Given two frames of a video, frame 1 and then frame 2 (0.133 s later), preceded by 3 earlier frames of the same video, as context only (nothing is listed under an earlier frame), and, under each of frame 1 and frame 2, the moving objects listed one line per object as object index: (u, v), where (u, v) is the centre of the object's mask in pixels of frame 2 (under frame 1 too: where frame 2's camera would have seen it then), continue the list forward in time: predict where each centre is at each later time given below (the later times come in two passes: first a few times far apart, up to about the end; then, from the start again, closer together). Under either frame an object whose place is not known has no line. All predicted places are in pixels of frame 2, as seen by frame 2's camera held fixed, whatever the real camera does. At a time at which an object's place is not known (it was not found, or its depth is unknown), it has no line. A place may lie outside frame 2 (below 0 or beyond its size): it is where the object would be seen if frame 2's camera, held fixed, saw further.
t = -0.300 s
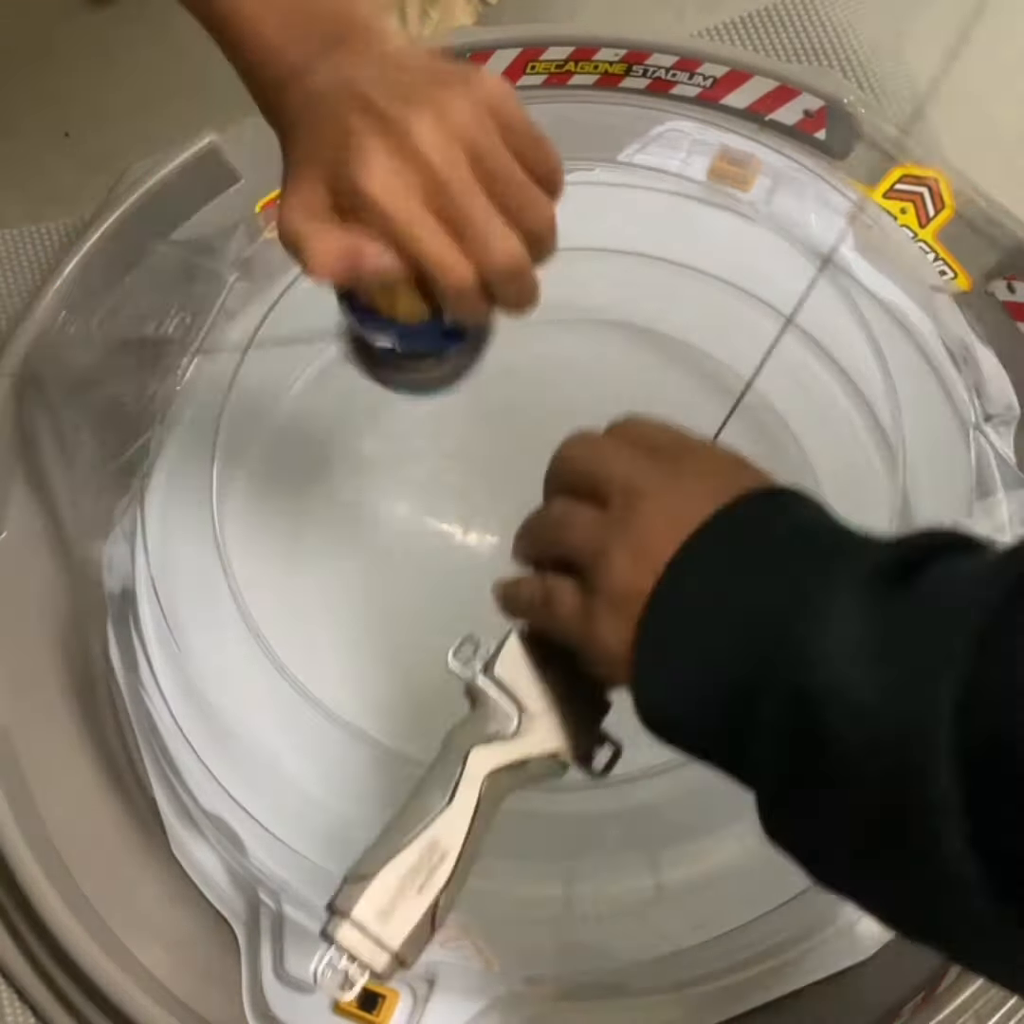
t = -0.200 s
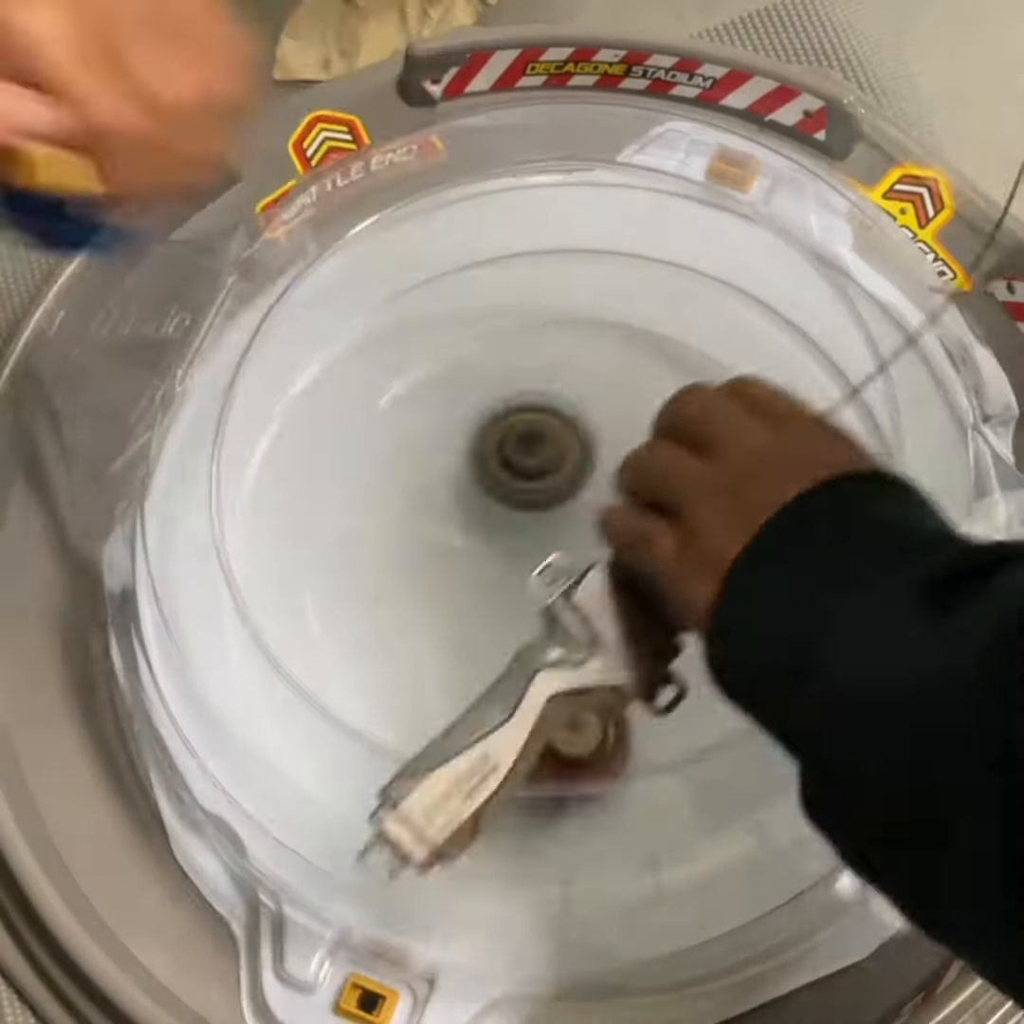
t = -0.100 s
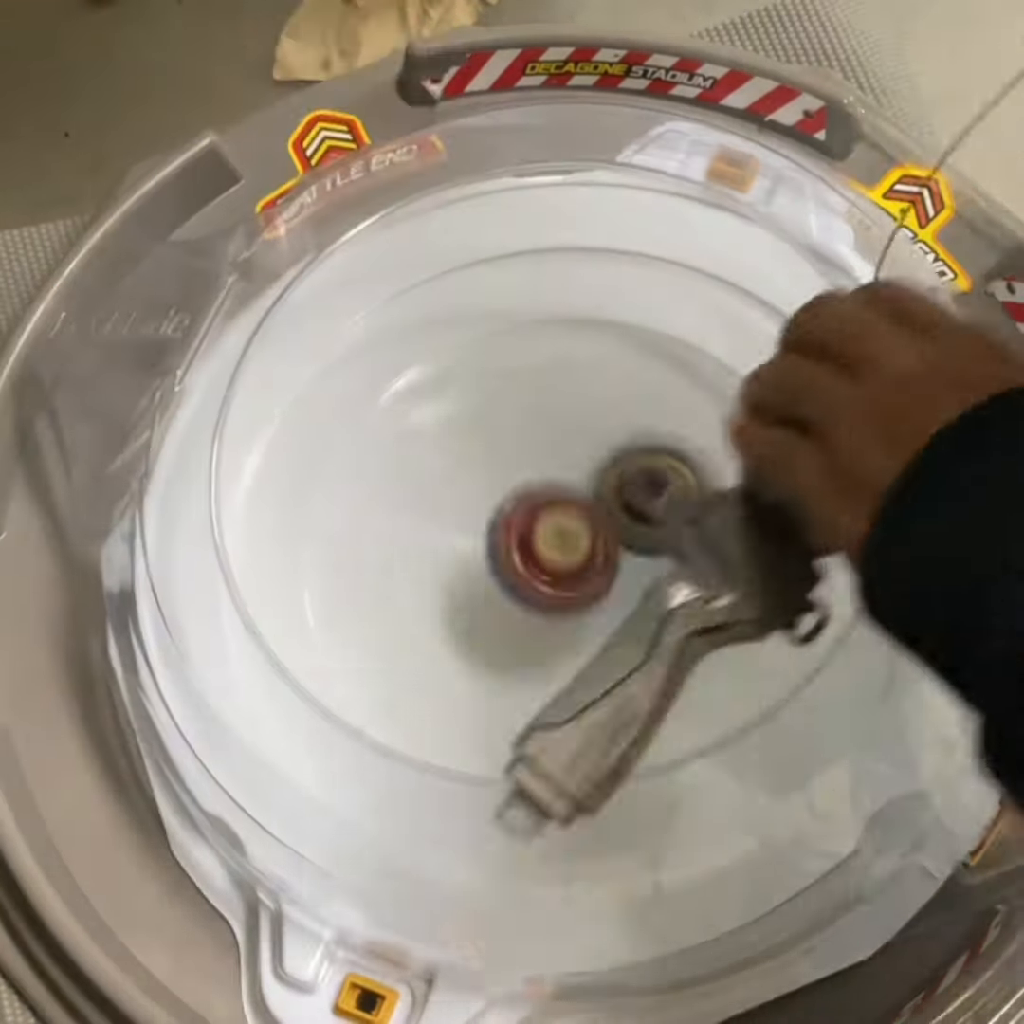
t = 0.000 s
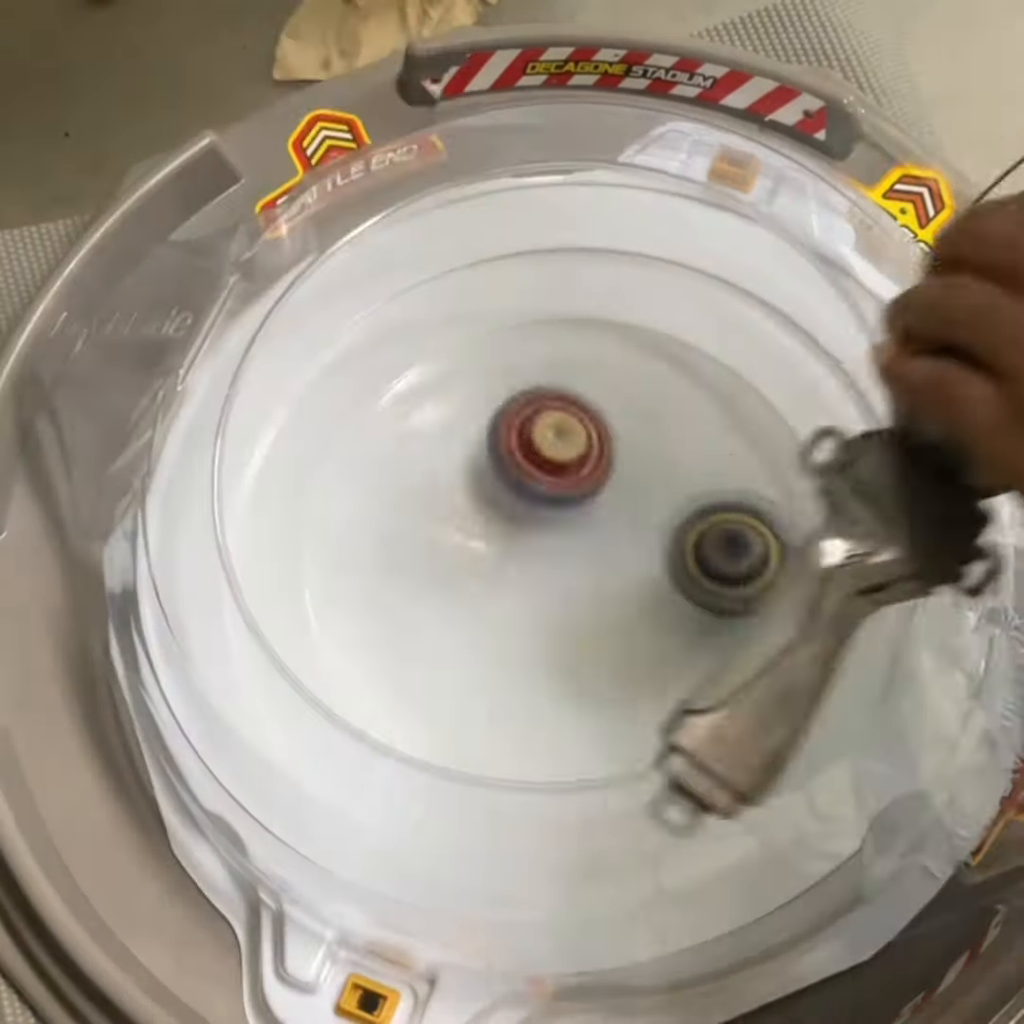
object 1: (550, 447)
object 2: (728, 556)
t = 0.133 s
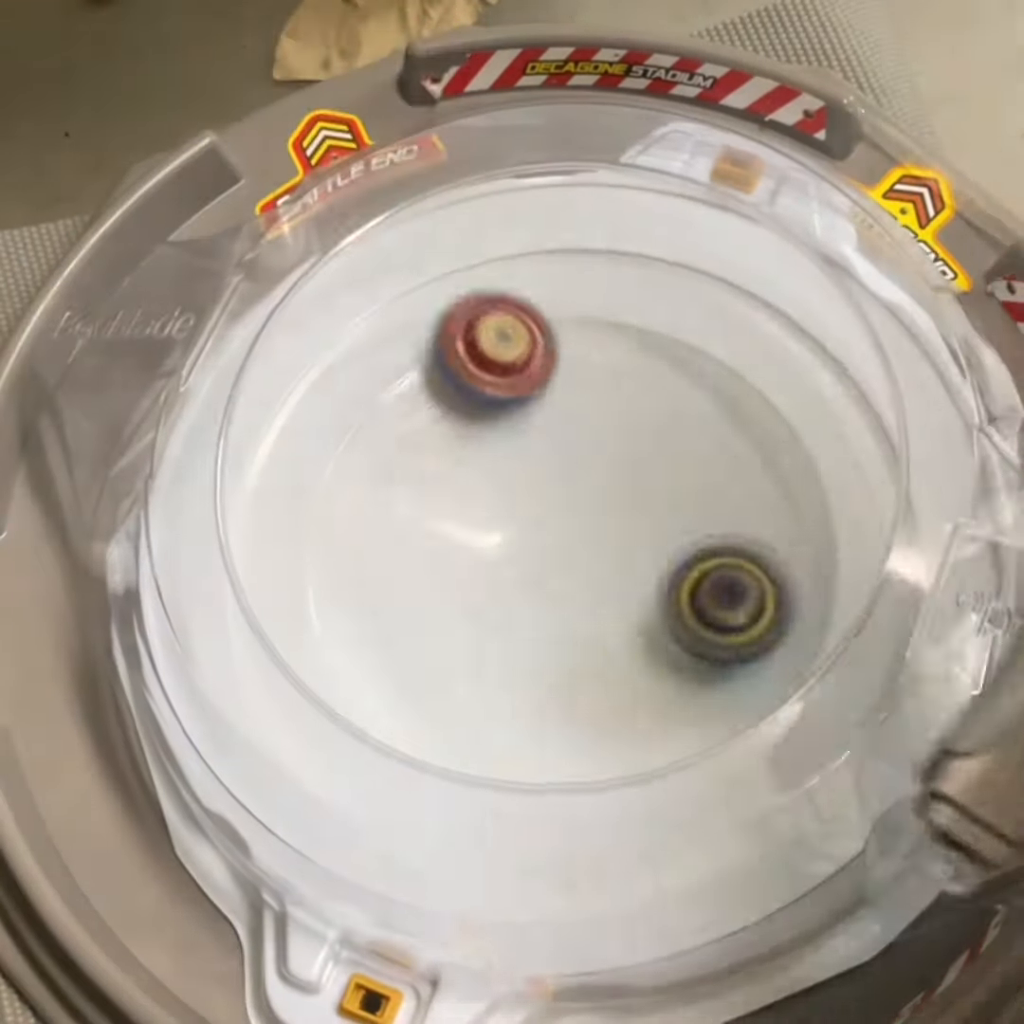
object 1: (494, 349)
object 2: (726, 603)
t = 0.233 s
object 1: (440, 318)
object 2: (655, 603)
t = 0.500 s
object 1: (359, 278)
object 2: (438, 515)
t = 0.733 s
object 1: (440, 225)
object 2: (487, 551)
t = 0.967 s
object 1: (576, 206)
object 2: (627, 589)
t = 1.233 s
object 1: (763, 248)
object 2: (572, 480)
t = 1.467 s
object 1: (892, 357)
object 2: (464, 552)
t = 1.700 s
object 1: (926, 478)
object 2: (598, 636)
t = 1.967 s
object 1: (804, 547)
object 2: (676, 463)
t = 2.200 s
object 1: (541, 527)
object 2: (452, 419)
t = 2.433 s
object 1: (432, 675)
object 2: (354, 565)
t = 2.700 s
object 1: (657, 758)
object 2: (589, 645)
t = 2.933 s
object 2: (634, 376)
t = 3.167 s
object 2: (488, 405)
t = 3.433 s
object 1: (543, 466)
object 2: (348, 618)
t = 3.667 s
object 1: (434, 569)
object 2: (373, 752)
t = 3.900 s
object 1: (545, 553)
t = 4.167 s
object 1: (564, 455)
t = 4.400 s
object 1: (468, 498)
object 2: (763, 497)
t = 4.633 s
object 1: (573, 604)
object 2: (449, 278)
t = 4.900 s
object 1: (672, 469)
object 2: (184, 400)
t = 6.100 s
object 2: (686, 251)
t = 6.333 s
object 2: (440, 261)
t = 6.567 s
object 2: (253, 467)
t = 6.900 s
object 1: (501, 504)
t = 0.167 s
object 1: (477, 334)
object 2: (709, 607)
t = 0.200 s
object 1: (458, 325)
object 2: (684, 607)
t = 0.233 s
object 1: (440, 318)
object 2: (655, 603)
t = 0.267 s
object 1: (422, 309)
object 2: (620, 599)
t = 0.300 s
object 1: (406, 296)
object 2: (583, 587)
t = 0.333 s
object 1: (393, 287)
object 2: (549, 576)
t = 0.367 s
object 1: (384, 289)
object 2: (517, 563)
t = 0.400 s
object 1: (378, 292)
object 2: (488, 548)
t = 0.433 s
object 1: (371, 291)
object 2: (466, 535)
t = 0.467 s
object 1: (366, 286)
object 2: (450, 522)
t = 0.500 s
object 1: (359, 278)
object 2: (438, 515)
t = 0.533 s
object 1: (361, 270)
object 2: (432, 509)
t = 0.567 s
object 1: (370, 262)
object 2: (431, 508)
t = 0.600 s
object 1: (380, 252)
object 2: (434, 510)
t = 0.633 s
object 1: (396, 246)
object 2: (441, 515)
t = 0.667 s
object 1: (410, 237)
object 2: (454, 525)
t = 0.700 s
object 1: (425, 230)
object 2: (469, 537)
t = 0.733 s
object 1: (440, 225)
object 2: (487, 551)
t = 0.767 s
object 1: (458, 220)
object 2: (508, 566)
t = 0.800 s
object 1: (477, 214)
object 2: (529, 581)
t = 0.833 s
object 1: (496, 210)
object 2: (552, 592)
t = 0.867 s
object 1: (516, 208)
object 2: (576, 598)
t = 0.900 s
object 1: (536, 207)
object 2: (596, 599)
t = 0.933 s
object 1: (555, 206)
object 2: (611, 598)
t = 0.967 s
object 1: (576, 206)
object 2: (627, 589)
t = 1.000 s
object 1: (599, 206)
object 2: (637, 577)
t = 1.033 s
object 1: (620, 210)
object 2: (643, 564)
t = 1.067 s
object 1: (646, 210)
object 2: (644, 549)
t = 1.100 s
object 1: (667, 218)
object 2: (639, 532)
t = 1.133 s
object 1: (694, 219)
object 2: (627, 515)
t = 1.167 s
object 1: (714, 229)
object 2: (613, 499)
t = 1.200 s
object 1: (738, 241)
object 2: (594, 487)
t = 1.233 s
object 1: (763, 248)
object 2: (572, 480)
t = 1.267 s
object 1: (787, 257)
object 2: (551, 476)
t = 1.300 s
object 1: (806, 274)
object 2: (529, 479)
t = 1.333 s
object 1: (828, 291)
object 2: (509, 486)
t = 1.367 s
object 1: (847, 305)
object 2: (493, 497)
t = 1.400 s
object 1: (864, 321)
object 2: (478, 512)
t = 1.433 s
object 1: (879, 339)
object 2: (468, 531)
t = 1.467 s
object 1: (892, 357)
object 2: (464, 552)
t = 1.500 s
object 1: (904, 375)
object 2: (466, 575)
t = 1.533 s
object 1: (913, 393)
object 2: (476, 596)
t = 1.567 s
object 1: (922, 413)
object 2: (493, 610)
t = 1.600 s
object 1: (929, 434)
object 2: (515, 628)
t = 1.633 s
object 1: (937, 453)
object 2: (541, 637)
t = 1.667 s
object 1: (937, 467)
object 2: (569, 640)
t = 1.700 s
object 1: (926, 478)
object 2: (598, 636)
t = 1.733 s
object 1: (916, 491)
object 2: (625, 626)
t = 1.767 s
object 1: (907, 504)
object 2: (651, 609)
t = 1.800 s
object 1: (883, 522)
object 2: (674, 587)
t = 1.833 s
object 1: (872, 524)
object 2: (688, 560)
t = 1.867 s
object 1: (845, 533)
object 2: (695, 534)
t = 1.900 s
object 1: (837, 539)
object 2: (695, 509)
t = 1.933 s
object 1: (825, 543)
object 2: (689, 484)
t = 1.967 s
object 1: (804, 547)
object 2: (676, 463)
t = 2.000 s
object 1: (774, 549)
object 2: (657, 446)
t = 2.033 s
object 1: (739, 546)
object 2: (632, 433)
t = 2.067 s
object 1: (703, 538)
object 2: (604, 423)
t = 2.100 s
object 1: (664, 529)
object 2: (571, 418)
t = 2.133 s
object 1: (622, 518)
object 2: (537, 419)
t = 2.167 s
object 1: (579, 516)
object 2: (496, 419)
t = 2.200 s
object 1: (541, 527)
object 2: (452, 419)
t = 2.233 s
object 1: (504, 543)
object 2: (416, 423)
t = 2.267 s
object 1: (472, 562)
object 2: (387, 435)
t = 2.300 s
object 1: (447, 584)
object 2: (363, 454)
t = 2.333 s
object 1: (430, 606)
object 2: (349, 477)
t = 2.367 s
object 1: (423, 630)
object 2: (343, 506)
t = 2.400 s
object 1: (423, 653)
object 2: (345, 535)
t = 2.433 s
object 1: (432, 675)
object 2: (354, 565)
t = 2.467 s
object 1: (448, 702)
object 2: (366, 587)
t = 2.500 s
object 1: (467, 729)
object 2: (384, 606)
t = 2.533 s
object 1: (490, 752)
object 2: (406, 624)
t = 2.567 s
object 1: (520, 769)
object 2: (436, 639)
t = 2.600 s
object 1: (553, 779)
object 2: (472, 650)
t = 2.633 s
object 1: (588, 781)
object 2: (509, 656)
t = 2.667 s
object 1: (621, 775)
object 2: (551, 653)
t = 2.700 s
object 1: (657, 758)
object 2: (589, 645)
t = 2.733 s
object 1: (699, 765)
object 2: (612, 606)
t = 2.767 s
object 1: (735, 767)
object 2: (631, 559)
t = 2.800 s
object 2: (644, 513)
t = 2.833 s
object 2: (649, 470)
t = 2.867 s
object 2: (650, 432)
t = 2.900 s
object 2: (644, 400)
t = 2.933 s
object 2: (634, 376)
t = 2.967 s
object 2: (616, 361)
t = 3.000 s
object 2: (596, 352)
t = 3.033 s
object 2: (574, 350)
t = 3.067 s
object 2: (553, 354)
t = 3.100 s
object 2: (528, 365)
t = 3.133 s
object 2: (507, 383)
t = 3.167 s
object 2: (488, 405)
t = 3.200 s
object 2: (473, 428)
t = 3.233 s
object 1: (674, 590)
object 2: (461, 456)
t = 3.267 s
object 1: (644, 557)
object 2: (454, 485)
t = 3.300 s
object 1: (608, 529)
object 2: (452, 514)
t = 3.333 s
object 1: (573, 502)
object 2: (451, 542)
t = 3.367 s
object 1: (565, 482)
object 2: (416, 559)
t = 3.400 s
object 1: (554, 472)
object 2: (379, 585)
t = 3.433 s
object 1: (543, 466)
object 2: (348, 618)
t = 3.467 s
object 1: (526, 468)
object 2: (331, 649)
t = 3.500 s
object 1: (510, 473)
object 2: (325, 669)
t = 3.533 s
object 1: (491, 486)
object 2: (326, 696)
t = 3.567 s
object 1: (474, 500)
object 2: (331, 716)
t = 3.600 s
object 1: (456, 521)
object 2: (342, 733)
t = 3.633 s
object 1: (445, 544)
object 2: (357, 743)
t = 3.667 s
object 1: (434, 569)
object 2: (373, 752)
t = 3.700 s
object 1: (433, 593)
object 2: (394, 752)
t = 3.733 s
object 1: (433, 617)
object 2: (414, 749)
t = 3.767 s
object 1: (445, 637)
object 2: (443, 743)
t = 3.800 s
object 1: (467, 627)
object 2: (466, 788)
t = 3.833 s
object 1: (494, 602)
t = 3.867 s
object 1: (521, 578)
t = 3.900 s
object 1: (545, 553)
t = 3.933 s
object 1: (565, 528)
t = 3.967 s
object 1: (579, 509)
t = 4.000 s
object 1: (588, 491)
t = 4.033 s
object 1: (593, 478)
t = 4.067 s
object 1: (590, 468)
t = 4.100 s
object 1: (586, 461)
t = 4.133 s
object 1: (577, 458)
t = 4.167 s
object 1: (564, 455)
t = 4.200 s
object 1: (550, 453)
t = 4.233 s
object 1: (533, 455)
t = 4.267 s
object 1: (517, 456)
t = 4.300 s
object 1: (502, 462)
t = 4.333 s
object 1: (486, 469)
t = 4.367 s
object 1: (475, 480)
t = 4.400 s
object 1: (468, 498)
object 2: (763, 497)
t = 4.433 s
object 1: (467, 517)
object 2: (738, 447)
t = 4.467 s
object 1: (475, 538)
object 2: (704, 400)
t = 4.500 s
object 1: (489, 558)
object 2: (662, 359)
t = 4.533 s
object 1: (507, 576)
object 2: (613, 326)
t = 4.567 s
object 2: (559, 301)
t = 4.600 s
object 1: (552, 599)
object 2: (502, 287)
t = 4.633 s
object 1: (573, 604)
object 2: (449, 278)
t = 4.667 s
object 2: (399, 273)
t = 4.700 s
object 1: (614, 593)
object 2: (363, 284)
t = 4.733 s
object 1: (633, 580)
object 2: (323, 300)
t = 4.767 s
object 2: (291, 322)
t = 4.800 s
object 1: (669, 541)
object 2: (260, 345)
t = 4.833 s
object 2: (240, 365)
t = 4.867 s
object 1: (675, 496)
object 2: (212, 383)
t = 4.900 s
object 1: (672, 469)
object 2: (184, 400)
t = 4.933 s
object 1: (659, 450)
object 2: (172, 419)
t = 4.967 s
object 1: (641, 437)
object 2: (166, 442)
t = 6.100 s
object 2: (686, 251)
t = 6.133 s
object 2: (645, 250)
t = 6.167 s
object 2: (609, 246)
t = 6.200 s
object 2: (575, 243)
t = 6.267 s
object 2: (510, 242)
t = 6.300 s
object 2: (475, 247)
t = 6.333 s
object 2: (440, 261)
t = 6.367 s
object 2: (402, 282)
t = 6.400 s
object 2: (366, 310)
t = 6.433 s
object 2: (331, 339)
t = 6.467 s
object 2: (305, 368)
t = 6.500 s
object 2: (288, 398)
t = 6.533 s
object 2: (274, 431)
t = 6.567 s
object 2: (253, 467)
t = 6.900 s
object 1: (501, 504)
